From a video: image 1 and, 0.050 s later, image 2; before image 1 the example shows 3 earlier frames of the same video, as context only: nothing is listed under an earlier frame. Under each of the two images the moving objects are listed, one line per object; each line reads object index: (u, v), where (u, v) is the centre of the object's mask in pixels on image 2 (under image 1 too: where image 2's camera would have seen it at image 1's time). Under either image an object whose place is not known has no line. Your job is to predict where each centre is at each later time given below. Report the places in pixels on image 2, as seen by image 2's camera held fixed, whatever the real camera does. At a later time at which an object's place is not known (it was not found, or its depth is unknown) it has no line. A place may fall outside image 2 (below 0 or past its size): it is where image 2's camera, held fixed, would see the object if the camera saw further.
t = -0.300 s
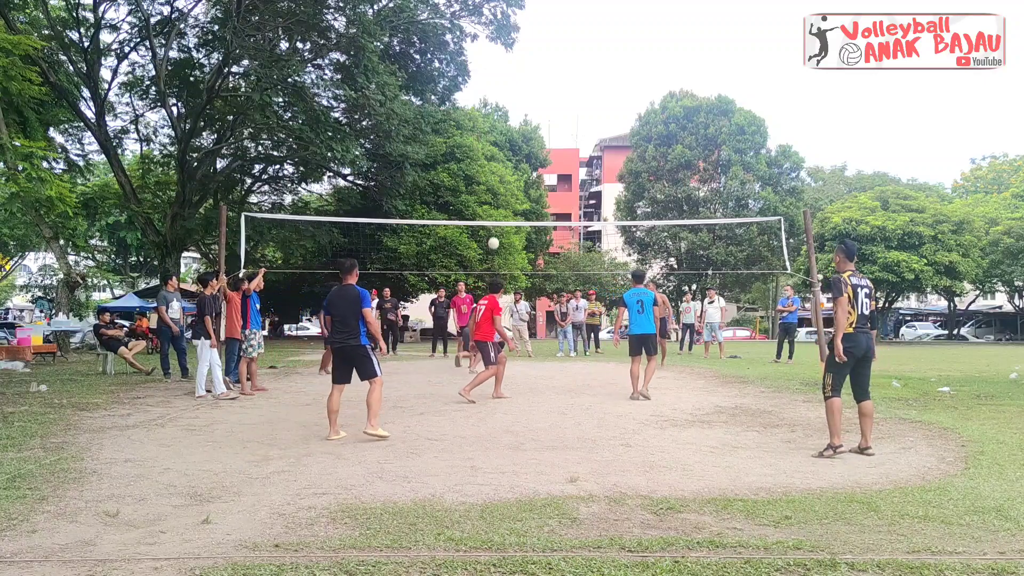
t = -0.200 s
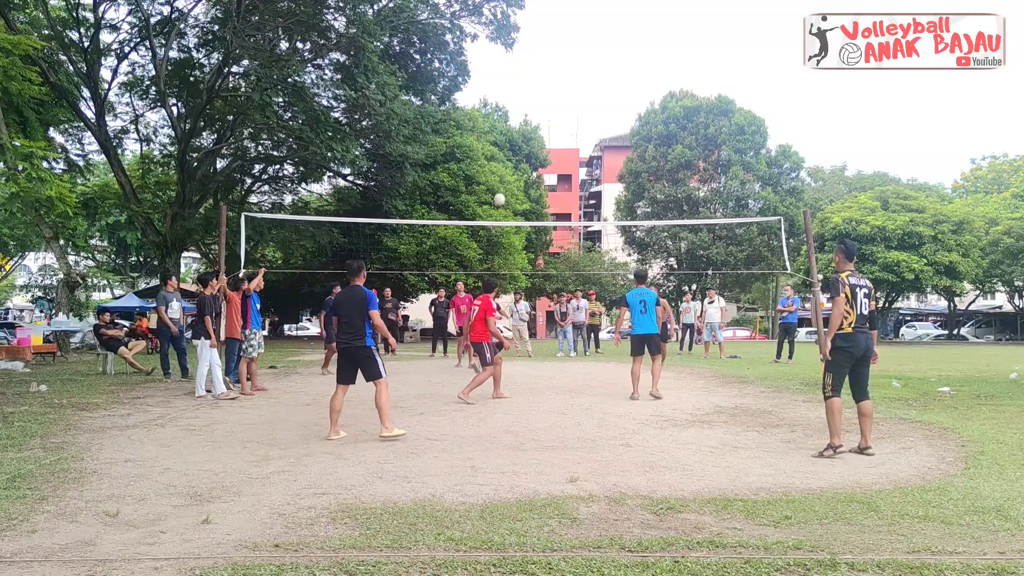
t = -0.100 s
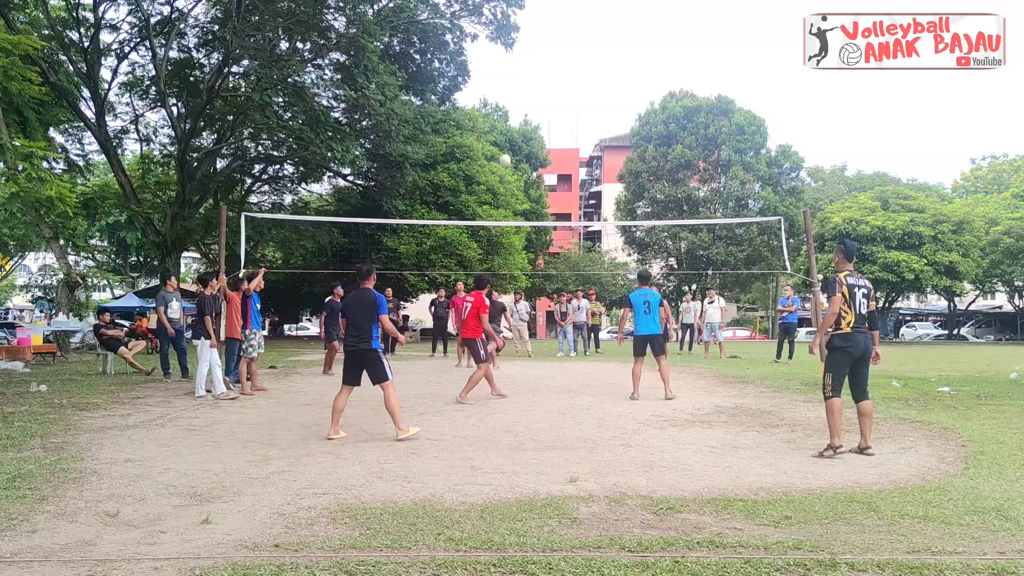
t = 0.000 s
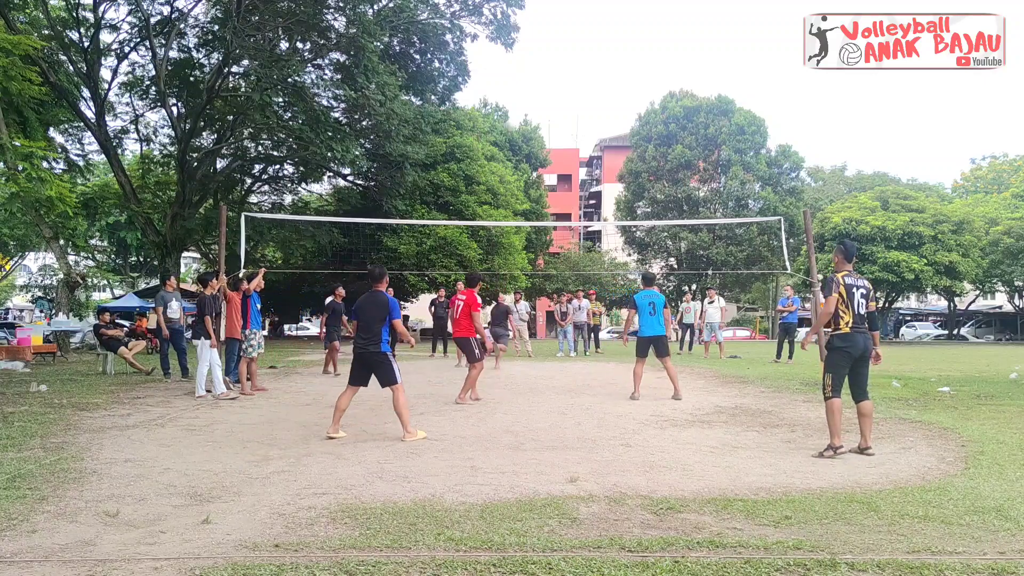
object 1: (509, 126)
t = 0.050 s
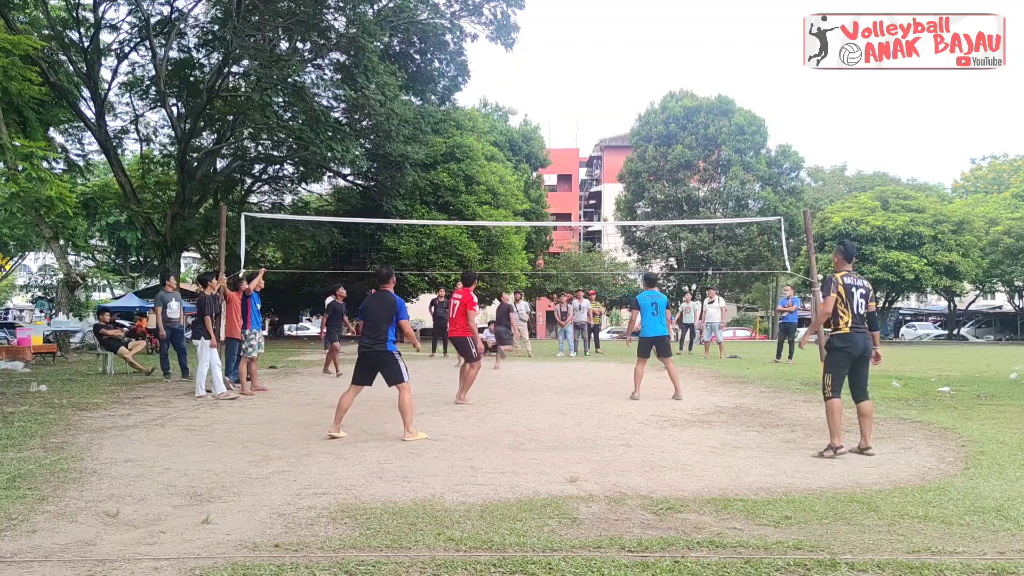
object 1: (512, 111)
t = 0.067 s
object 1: (513, 106)
